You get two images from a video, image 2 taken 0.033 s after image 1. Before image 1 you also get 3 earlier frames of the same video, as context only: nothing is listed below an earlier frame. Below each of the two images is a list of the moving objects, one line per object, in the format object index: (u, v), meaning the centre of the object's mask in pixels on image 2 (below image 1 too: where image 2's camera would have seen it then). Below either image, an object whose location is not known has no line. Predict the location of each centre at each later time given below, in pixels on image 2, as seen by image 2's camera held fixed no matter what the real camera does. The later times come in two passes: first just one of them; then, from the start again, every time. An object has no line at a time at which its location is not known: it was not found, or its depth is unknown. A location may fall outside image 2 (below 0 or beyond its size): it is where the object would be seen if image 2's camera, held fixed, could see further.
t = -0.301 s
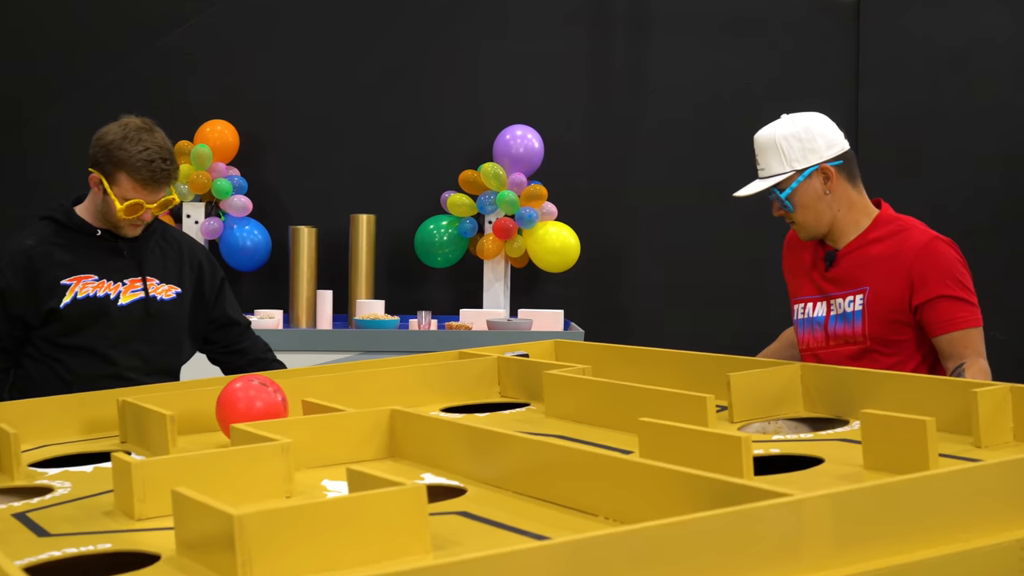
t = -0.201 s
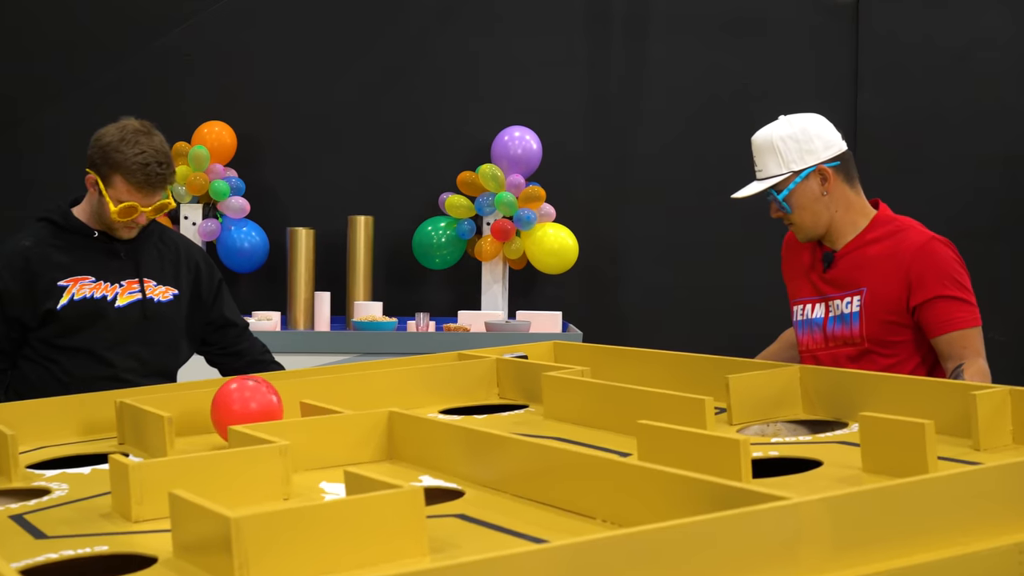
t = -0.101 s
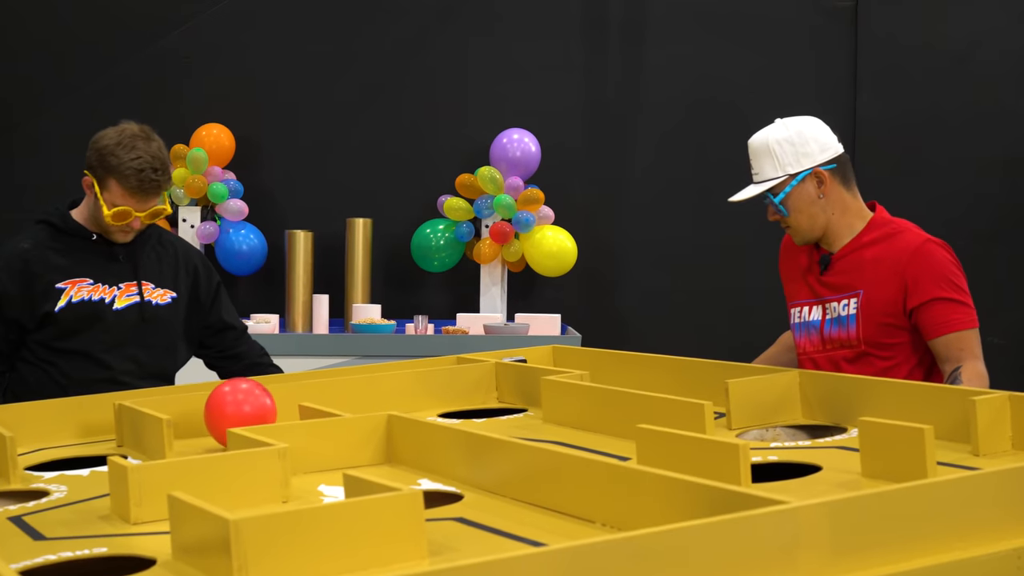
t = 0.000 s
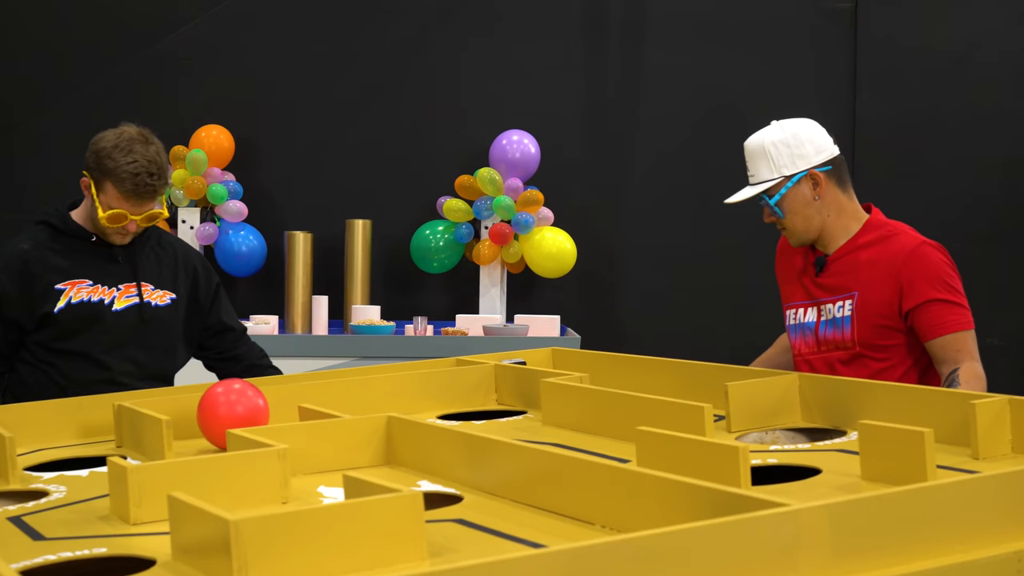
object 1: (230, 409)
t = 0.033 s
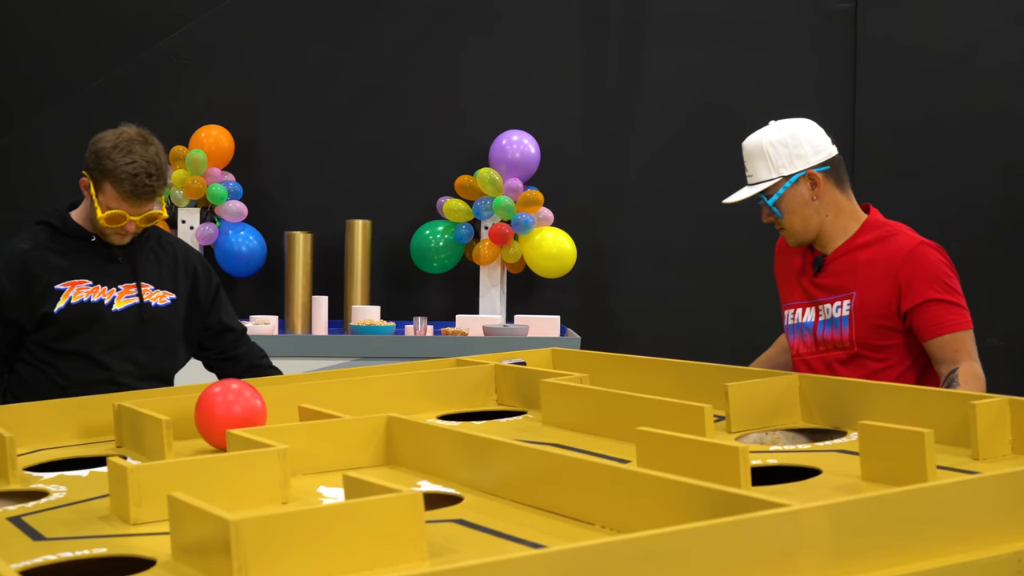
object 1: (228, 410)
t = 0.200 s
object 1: (213, 413)
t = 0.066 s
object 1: (225, 410)
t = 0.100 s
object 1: (222, 411)
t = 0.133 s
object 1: (219, 412)
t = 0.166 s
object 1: (216, 413)
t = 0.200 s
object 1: (213, 413)
